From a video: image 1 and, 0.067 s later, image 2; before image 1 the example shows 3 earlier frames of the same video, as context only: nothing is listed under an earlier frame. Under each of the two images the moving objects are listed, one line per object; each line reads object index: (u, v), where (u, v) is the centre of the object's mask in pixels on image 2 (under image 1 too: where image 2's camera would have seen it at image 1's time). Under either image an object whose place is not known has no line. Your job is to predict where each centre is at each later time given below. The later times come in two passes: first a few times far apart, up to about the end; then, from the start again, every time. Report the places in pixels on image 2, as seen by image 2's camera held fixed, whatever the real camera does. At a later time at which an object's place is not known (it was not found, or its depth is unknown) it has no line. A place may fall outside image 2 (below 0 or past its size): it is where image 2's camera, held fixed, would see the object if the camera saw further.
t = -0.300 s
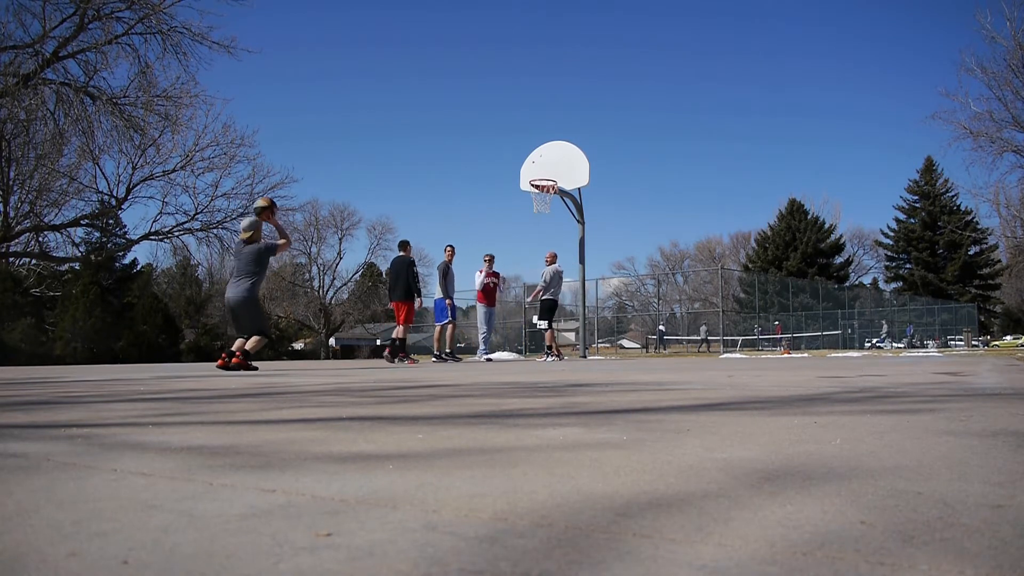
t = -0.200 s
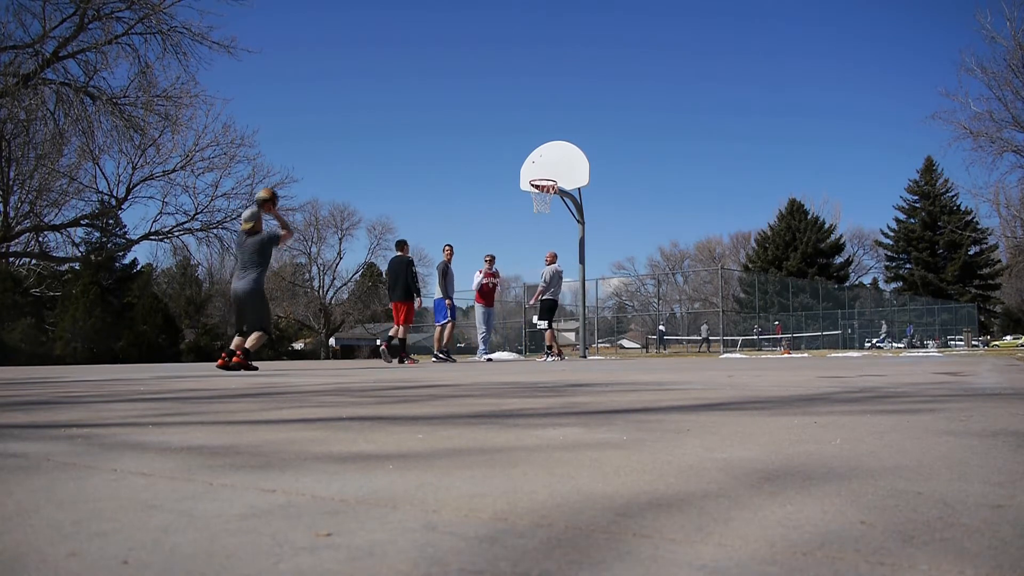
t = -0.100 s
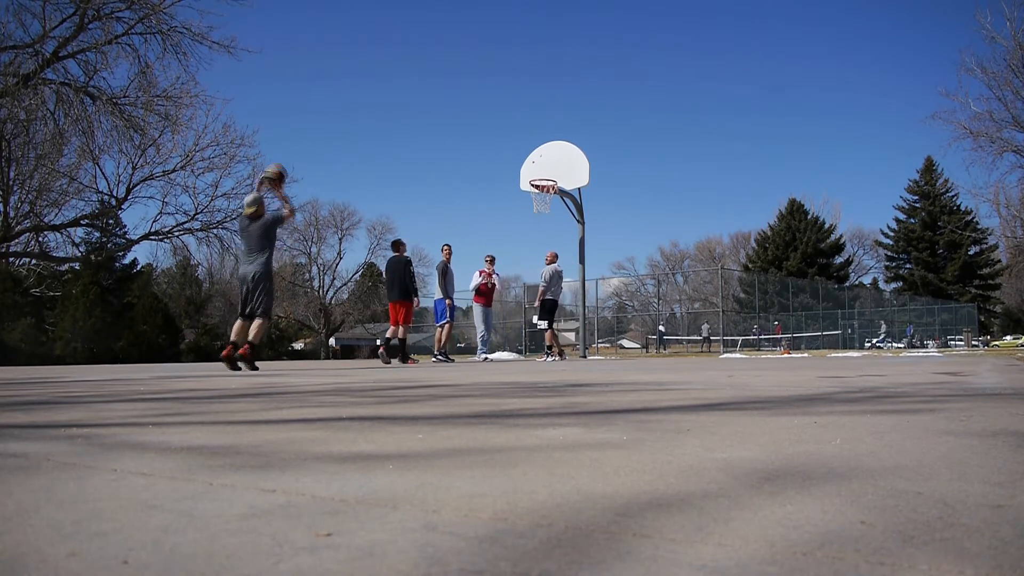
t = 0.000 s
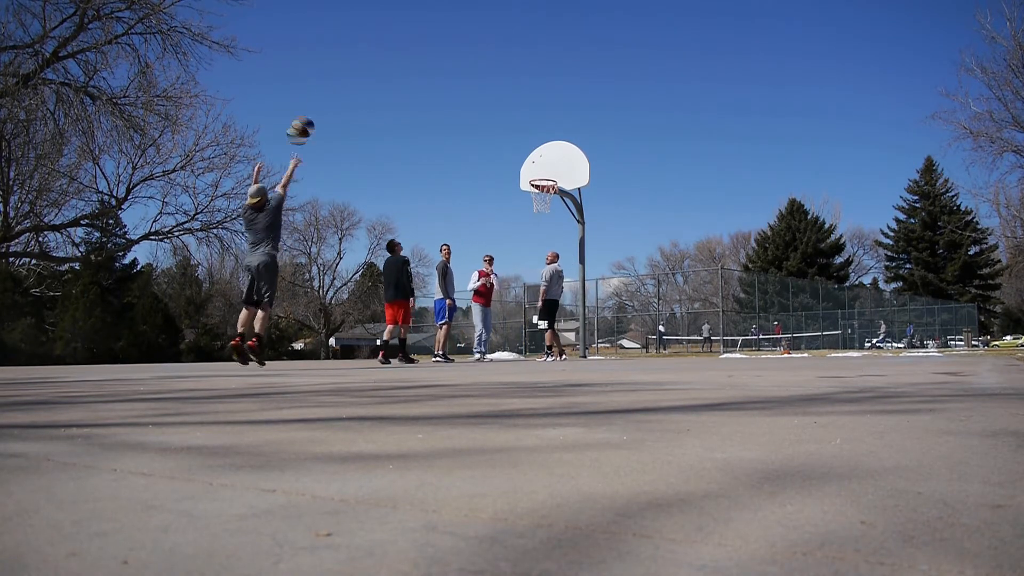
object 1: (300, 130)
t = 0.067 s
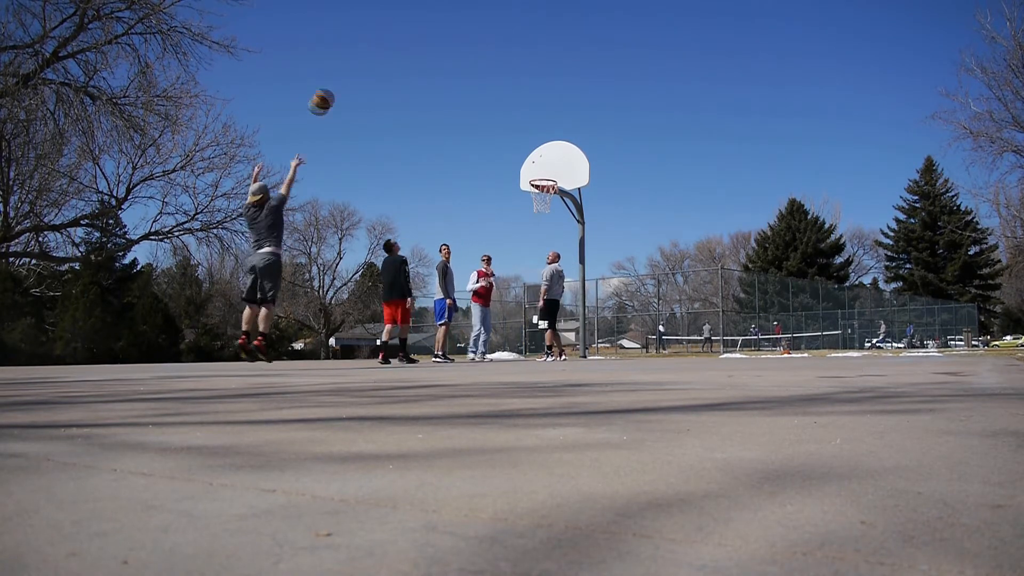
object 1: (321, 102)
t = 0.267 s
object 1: (376, 47)
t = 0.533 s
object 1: (432, 29)
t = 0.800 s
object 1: (476, 59)
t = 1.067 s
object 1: (511, 125)
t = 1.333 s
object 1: (518, 154)
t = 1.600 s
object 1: (495, 132)
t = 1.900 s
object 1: (470, 152)
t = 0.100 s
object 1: (332, 90)
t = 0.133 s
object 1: (341, 79)
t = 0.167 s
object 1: (351, 69)
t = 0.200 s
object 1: (359, 60)
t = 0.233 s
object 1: (368, 53)
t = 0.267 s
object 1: (376, 47)
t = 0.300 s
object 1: (384, 41)
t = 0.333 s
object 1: (391, 37)
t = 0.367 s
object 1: (399, 33)
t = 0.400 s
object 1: (405, 31)
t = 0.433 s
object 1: (413, 29)
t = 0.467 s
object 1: (419, 28)
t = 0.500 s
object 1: (426, 29)
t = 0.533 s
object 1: (432, 29)
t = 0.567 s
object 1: (438, 30)
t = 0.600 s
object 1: (444, 33)
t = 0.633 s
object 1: (449, 35)
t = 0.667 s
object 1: (455, 39)
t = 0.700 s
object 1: (460, 43)
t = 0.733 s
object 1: (465, 48)
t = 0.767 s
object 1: (471, 53)
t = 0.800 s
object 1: (476, 59)
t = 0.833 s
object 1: (481, 65)
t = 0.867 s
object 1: (486, 73)
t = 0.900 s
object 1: (490, 80)
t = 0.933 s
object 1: (494, 88)
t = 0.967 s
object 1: (499, 97)
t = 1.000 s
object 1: (503, 106)
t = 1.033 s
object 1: (507, 115)
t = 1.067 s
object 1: (511, 125)
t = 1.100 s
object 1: (515, 136)
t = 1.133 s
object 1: (519, 147)
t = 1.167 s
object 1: (523, 159)
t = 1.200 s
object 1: (526, 170)
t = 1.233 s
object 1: (527, 173)
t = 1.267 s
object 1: (524, 166)
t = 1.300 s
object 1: (521, 160)
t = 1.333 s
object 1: (518, 154)
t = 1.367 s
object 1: (515, 149)
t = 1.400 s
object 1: (512, 145)
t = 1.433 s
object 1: (509, 142)
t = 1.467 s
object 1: (507, 138)
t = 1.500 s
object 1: (504, 136)
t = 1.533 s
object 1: (501, 134)
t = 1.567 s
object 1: (498, 133)
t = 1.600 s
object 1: (495, 132)
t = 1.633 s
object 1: (492, 132)
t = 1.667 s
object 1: (489, 132)
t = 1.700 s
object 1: (486, 134)
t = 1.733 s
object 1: (484, 135)
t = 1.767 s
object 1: (481, 137)
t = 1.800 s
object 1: (478, 140)
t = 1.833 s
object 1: (475, 144)
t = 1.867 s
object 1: (472, 148)
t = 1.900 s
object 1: (470, 152)
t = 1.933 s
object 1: (467, 157)
